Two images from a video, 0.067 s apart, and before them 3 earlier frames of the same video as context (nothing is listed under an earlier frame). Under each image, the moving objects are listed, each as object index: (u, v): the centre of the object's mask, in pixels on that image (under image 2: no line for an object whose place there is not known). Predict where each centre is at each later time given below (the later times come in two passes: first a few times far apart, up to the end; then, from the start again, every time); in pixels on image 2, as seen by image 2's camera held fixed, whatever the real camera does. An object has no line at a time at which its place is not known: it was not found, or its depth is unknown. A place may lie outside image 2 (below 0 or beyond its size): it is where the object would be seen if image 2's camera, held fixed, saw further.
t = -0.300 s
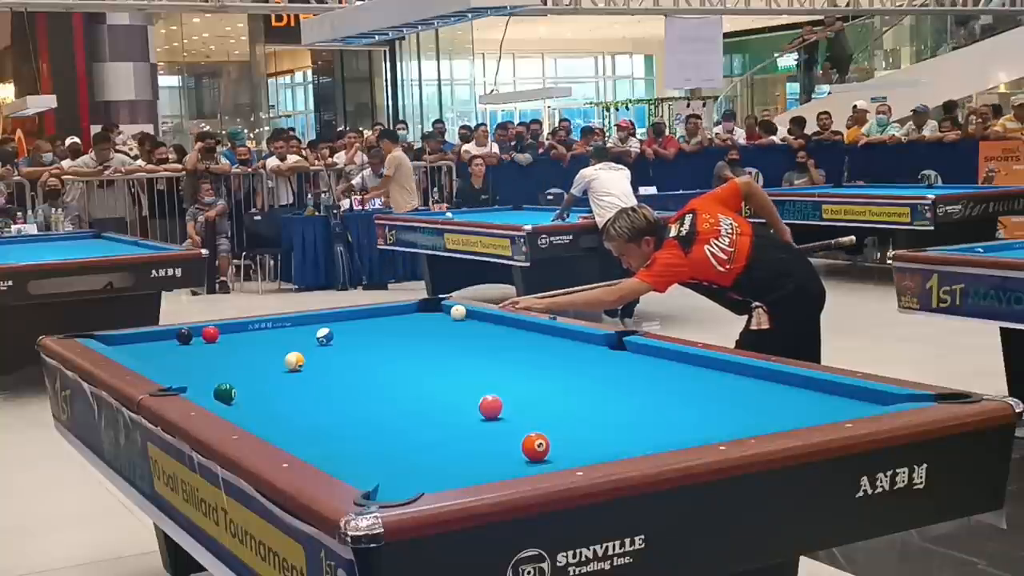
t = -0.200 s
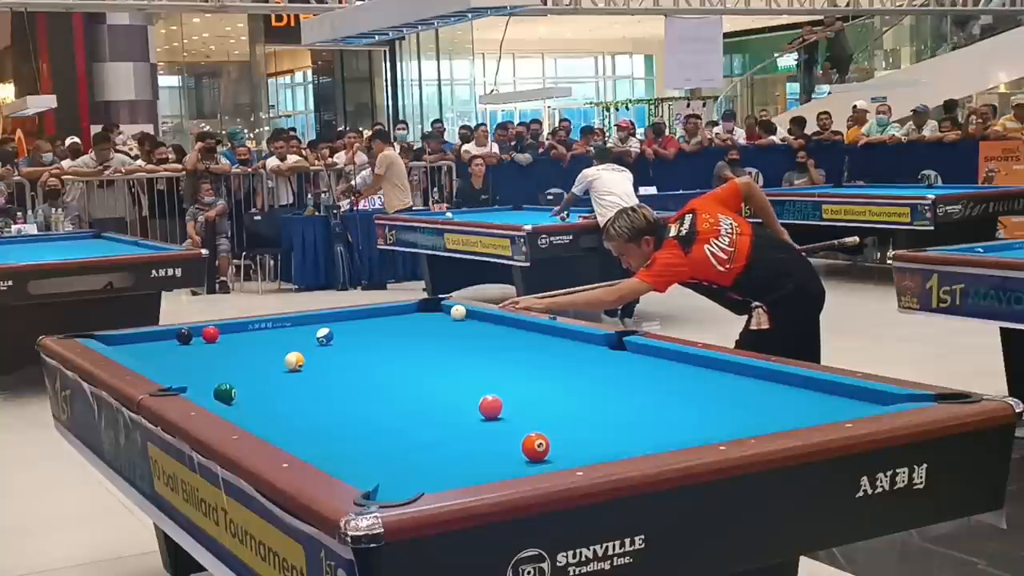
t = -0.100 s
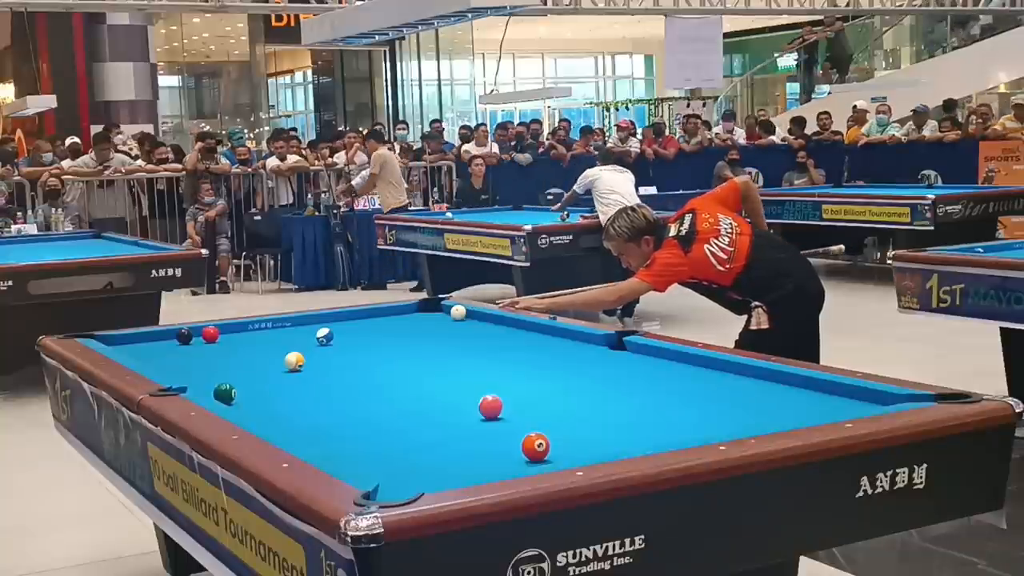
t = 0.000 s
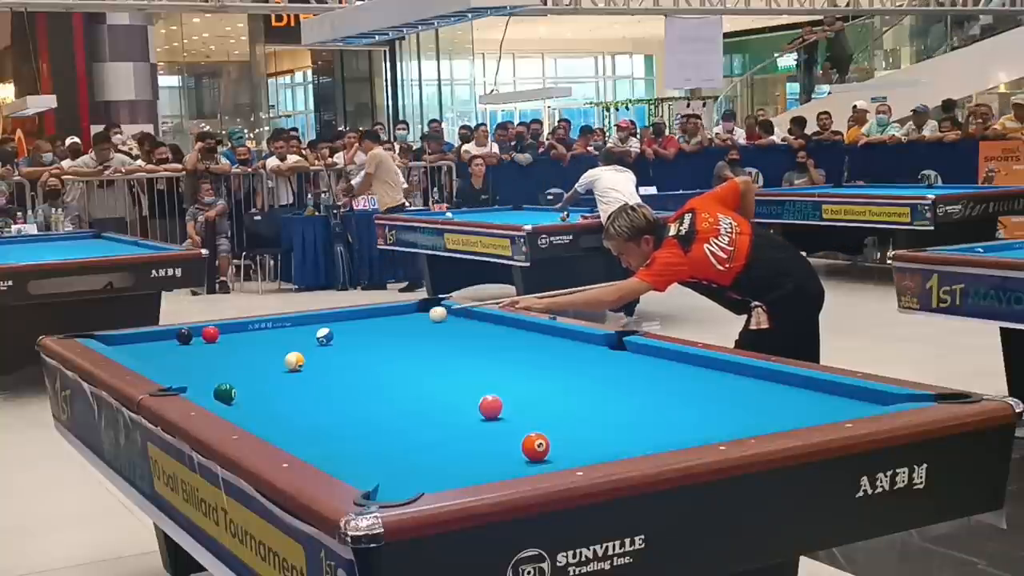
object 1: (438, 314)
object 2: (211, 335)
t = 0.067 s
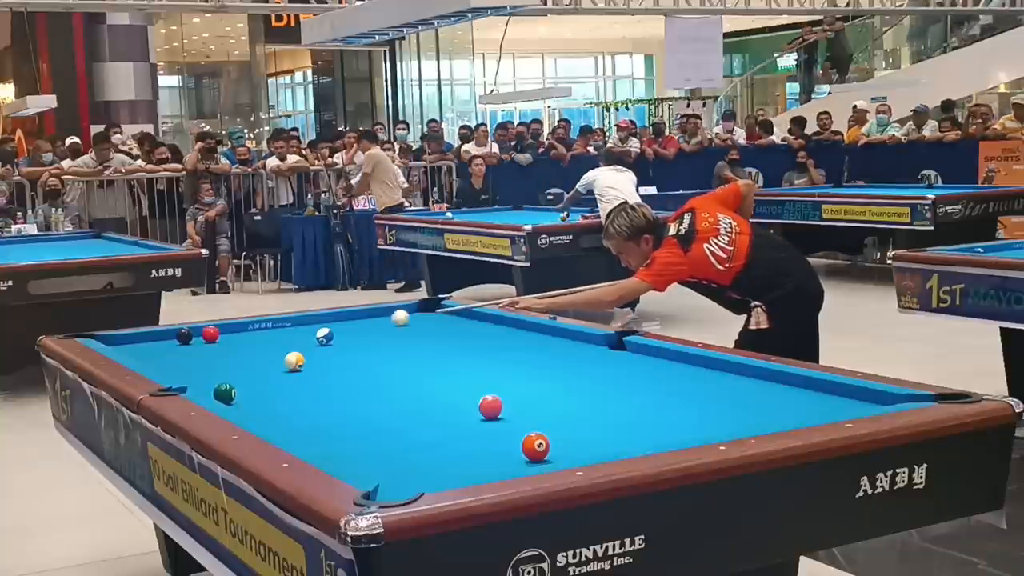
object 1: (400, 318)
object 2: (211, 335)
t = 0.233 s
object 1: (302, 327)
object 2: (211, 335)
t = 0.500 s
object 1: (219, 336)
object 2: (201, 336)
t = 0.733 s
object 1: (193, 341)
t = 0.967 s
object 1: (165, 346)
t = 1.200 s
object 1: (138, 351)
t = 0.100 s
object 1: (381, 320)
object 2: (211, 335)
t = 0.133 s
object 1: (362, 322)
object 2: (211, 335)
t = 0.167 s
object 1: (342, 323)
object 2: (211, 335)
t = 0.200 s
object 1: (322, 323)
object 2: (211, 335)
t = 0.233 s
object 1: (302, 327)
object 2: (211, 335)
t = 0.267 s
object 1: (283, 329)
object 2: (211, 335)
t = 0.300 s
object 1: (262, 330)
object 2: (211, 335)
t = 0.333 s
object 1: (242, 332)
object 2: (210, 335)
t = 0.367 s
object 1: (228, 334)
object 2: (205, 336)
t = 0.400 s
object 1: (227, 334)
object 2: (201, 335)
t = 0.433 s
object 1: (225, 335)
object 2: (201, 335)
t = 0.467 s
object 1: (223, 335)
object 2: (201, 336)
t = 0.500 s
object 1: (219, 336)
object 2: (201, 336)
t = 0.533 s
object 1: (215, 336)
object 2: (200, 336)
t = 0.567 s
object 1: (212, 337)
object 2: (197, 336)
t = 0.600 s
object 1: (209, 338)
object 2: (195, 336)
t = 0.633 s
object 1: (205, 338)
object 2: (193, 336)
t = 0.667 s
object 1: (201, 339)
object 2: (191, 335)
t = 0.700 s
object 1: (197, 340)
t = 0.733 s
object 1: (193, 341)
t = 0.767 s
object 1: (189, 342)
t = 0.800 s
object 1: (185, 342)
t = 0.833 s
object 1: (181, 343)
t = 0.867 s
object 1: (177, 344)
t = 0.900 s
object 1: (173, 345)
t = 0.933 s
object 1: (170, 345)
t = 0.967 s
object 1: (165, 346)
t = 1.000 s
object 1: (162, 347)
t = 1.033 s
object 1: (158, 347)
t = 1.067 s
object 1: (154, 348)
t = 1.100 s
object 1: (150, 349)
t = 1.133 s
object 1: (146, 350)
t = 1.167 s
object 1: (142, 351)
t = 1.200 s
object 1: (138, 351)
